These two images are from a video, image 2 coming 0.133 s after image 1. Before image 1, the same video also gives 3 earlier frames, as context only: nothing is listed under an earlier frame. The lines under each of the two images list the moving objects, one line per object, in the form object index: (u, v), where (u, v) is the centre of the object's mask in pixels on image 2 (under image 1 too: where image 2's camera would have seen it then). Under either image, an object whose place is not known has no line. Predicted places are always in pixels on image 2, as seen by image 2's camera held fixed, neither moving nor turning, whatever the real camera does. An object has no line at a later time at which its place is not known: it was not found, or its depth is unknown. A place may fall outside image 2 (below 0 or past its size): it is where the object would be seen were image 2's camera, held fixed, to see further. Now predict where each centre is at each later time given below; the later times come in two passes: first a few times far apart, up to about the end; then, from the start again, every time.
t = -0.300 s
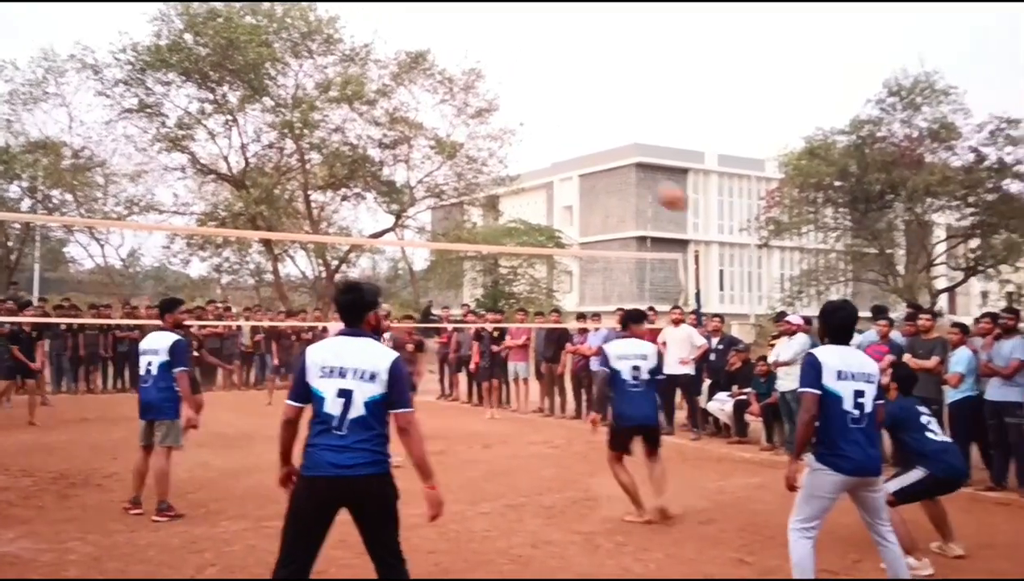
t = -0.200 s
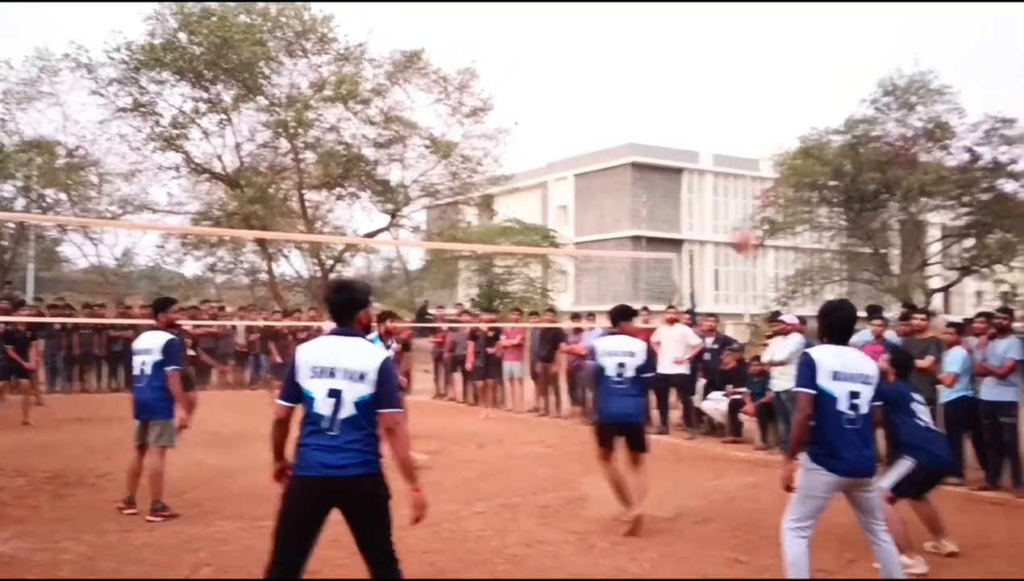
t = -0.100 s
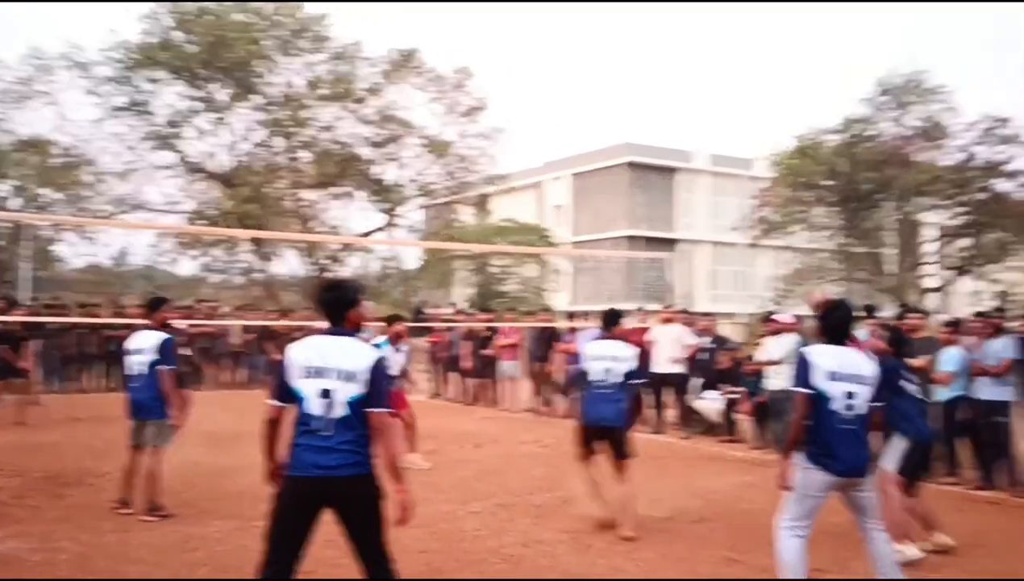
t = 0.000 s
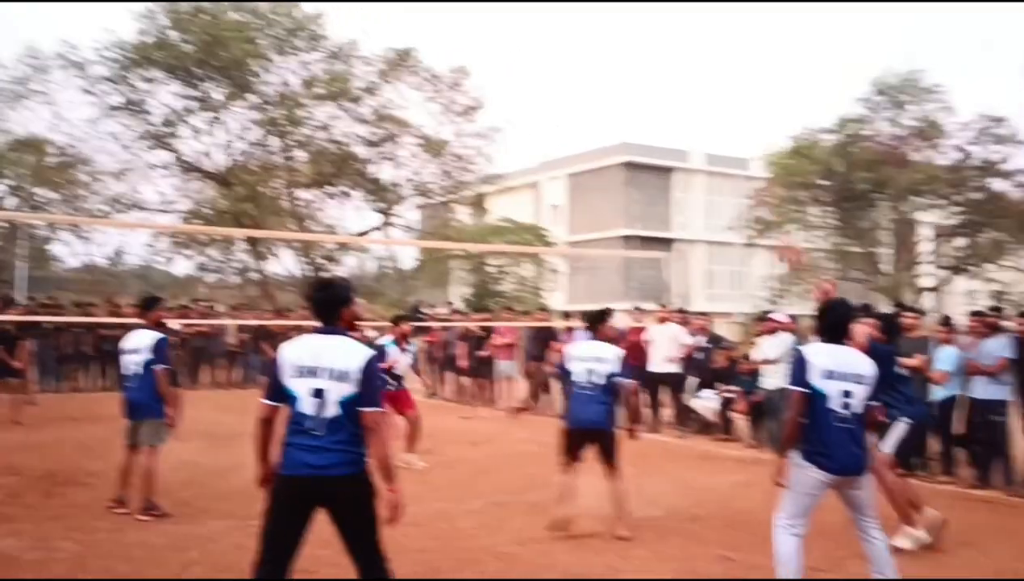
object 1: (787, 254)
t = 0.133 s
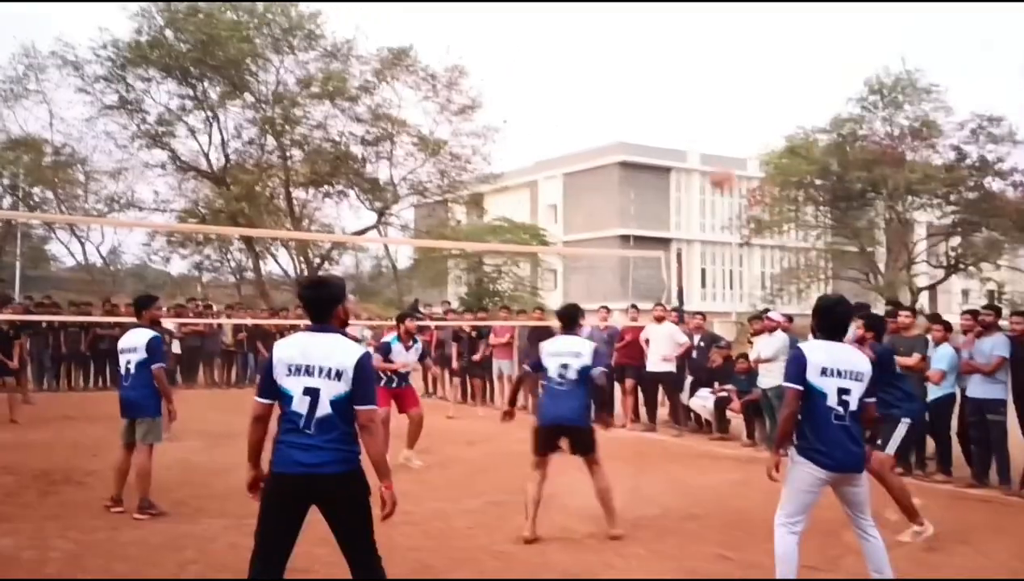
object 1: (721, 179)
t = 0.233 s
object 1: (679, 143)
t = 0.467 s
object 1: (591, 106)
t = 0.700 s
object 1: (516, 129)
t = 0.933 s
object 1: (451, 201)
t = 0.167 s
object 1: (707, 167)
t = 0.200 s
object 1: (692, 153)
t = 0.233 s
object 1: (679, 143)
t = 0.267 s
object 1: (665, 133)
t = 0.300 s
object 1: (652, 125)
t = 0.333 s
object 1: (639, 119)
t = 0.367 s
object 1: (626, 114)
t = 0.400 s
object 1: (614, 110)
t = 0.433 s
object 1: (603, 108)
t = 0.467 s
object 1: (591, 106)
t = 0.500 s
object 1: (580, 106)
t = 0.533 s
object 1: (569, 107)
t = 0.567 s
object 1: (558, 110)
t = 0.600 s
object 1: (547, 113)
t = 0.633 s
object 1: (537, 117)
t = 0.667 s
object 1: (526, 123)
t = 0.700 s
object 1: (516, 129)
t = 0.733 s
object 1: (506, 136)
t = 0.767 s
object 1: (497, 145)
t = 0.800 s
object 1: (488, 155)
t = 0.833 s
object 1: (480, 165)
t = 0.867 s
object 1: (470, 177)
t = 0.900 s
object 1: (461, 189)
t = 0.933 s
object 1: (451, 201)
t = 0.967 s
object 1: (442, 215)
